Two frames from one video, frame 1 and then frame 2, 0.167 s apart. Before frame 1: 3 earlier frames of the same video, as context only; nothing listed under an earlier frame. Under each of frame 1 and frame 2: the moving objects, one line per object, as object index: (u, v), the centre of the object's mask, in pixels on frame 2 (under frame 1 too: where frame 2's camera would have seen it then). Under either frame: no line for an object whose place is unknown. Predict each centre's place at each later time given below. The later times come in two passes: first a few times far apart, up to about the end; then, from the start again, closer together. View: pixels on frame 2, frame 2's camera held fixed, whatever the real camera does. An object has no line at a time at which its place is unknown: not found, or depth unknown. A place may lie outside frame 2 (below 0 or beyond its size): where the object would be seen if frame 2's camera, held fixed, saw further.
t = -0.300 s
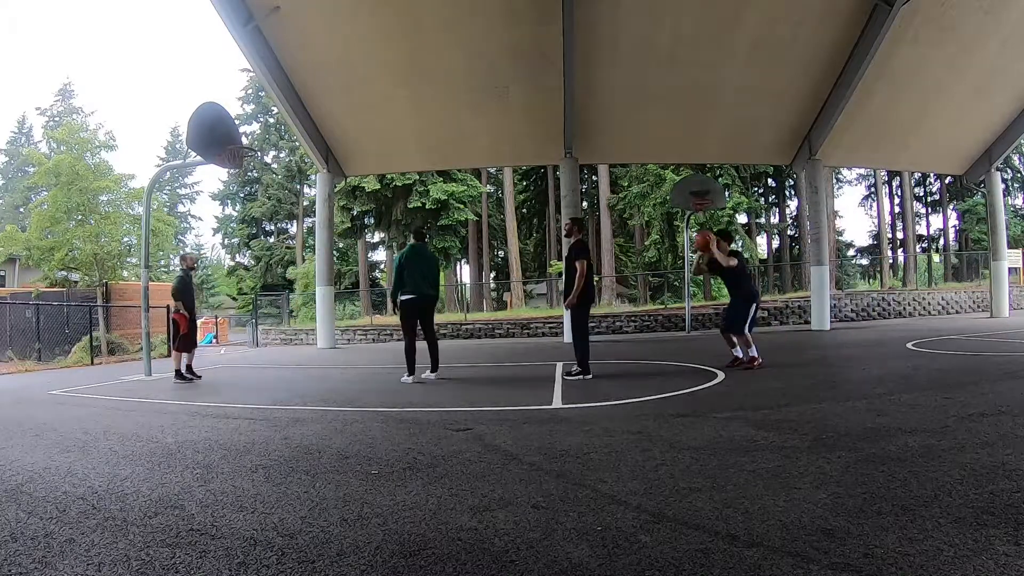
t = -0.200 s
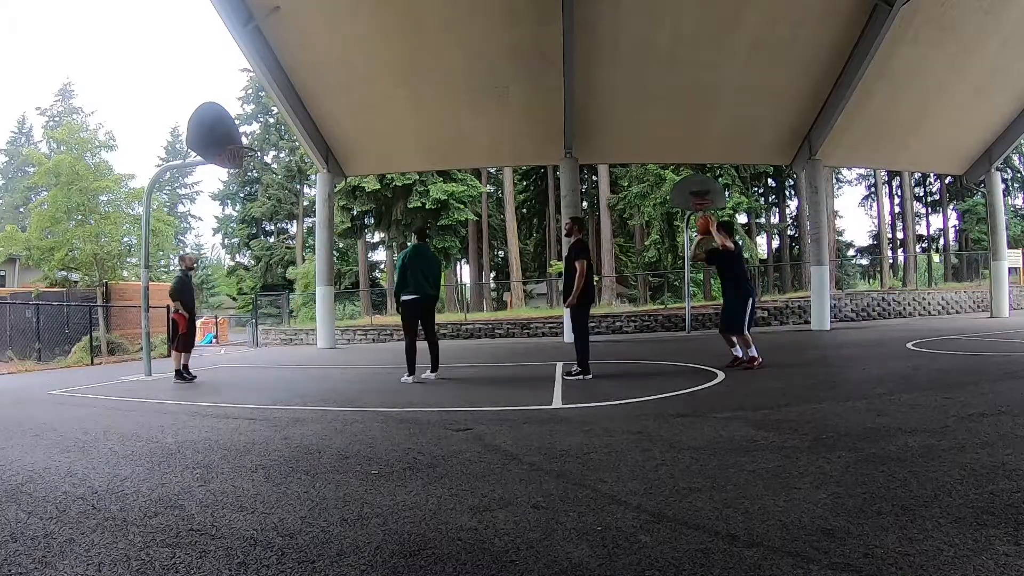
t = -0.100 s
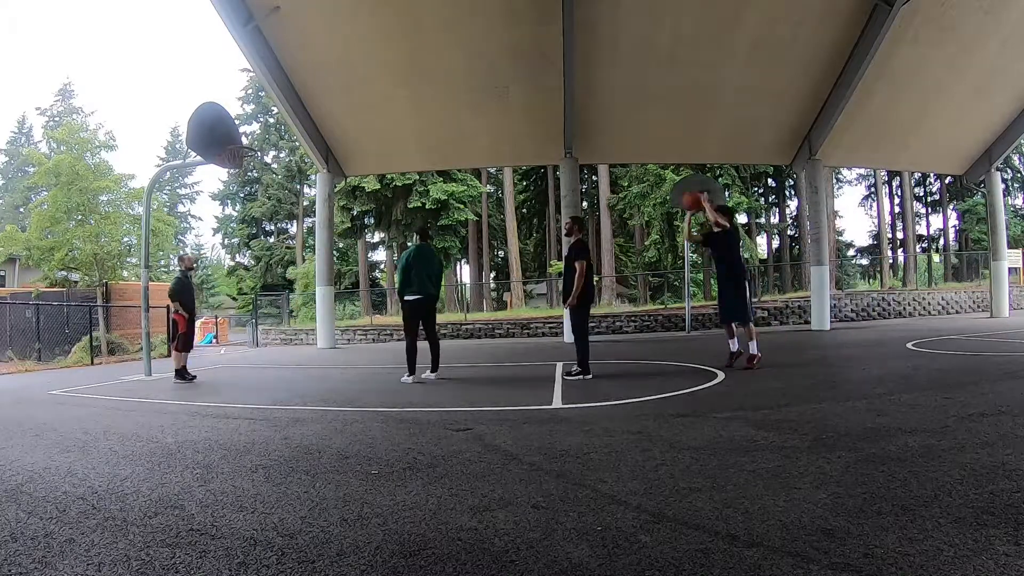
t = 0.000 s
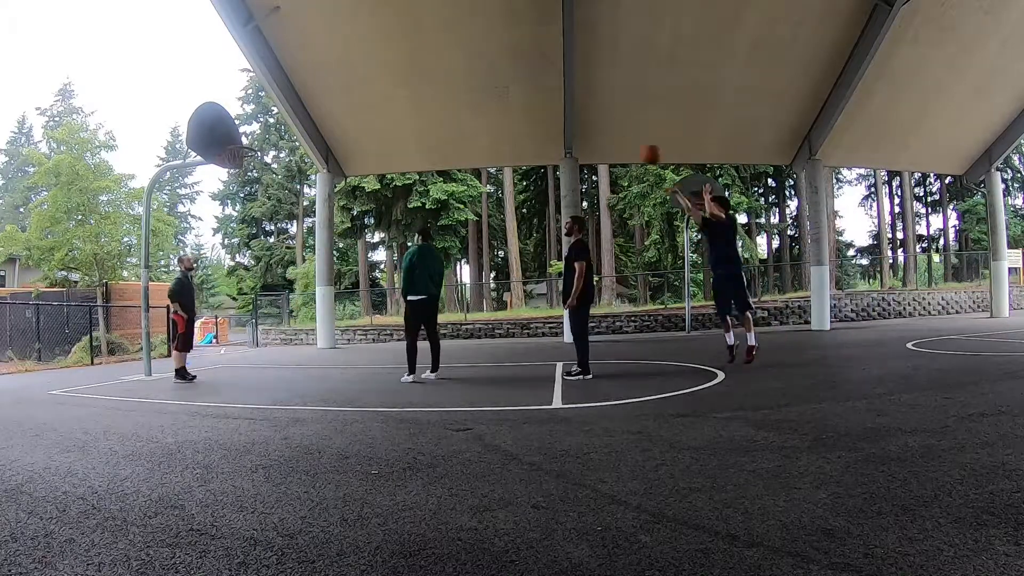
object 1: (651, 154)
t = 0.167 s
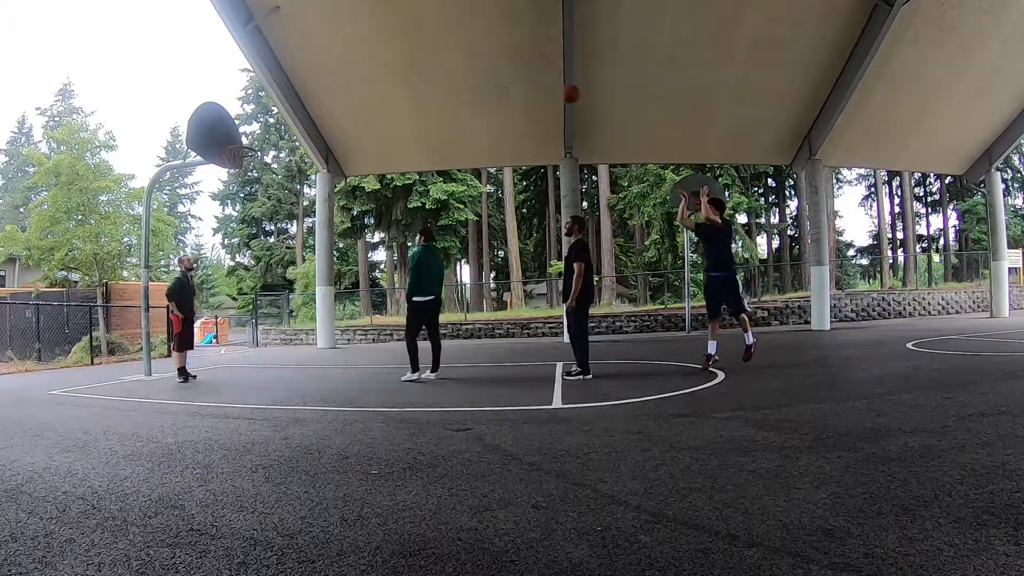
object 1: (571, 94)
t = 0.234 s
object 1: (539, 77)
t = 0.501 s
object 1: (423, 50)
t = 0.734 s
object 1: (331, 73)
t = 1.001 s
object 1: (238, 159)
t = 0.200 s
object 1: (555, 85)
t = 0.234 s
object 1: (539, 77)
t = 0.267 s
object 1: (524, 70)
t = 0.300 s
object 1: (509, 64)
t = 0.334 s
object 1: (494, 59)
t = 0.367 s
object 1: (479, 56)
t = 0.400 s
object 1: (465, 53)
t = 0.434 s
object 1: (451, 51)
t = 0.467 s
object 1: (437, 50)
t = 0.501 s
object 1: (423, 50)
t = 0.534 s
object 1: (409, 51)
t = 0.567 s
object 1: (396, 53)
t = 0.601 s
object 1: (383, 55)
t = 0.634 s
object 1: (369, 59)
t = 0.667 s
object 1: (357, 63)
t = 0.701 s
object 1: (344, 67)
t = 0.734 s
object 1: (331, 73)
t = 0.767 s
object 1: (319, 80)
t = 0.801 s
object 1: (306, 87)
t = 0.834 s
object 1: (294, 94)
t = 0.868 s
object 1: (283, 103)
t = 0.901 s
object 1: (271, 113)
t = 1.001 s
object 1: (238, 159)
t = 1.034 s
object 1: (238, 161)
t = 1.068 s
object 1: (239, 168)
